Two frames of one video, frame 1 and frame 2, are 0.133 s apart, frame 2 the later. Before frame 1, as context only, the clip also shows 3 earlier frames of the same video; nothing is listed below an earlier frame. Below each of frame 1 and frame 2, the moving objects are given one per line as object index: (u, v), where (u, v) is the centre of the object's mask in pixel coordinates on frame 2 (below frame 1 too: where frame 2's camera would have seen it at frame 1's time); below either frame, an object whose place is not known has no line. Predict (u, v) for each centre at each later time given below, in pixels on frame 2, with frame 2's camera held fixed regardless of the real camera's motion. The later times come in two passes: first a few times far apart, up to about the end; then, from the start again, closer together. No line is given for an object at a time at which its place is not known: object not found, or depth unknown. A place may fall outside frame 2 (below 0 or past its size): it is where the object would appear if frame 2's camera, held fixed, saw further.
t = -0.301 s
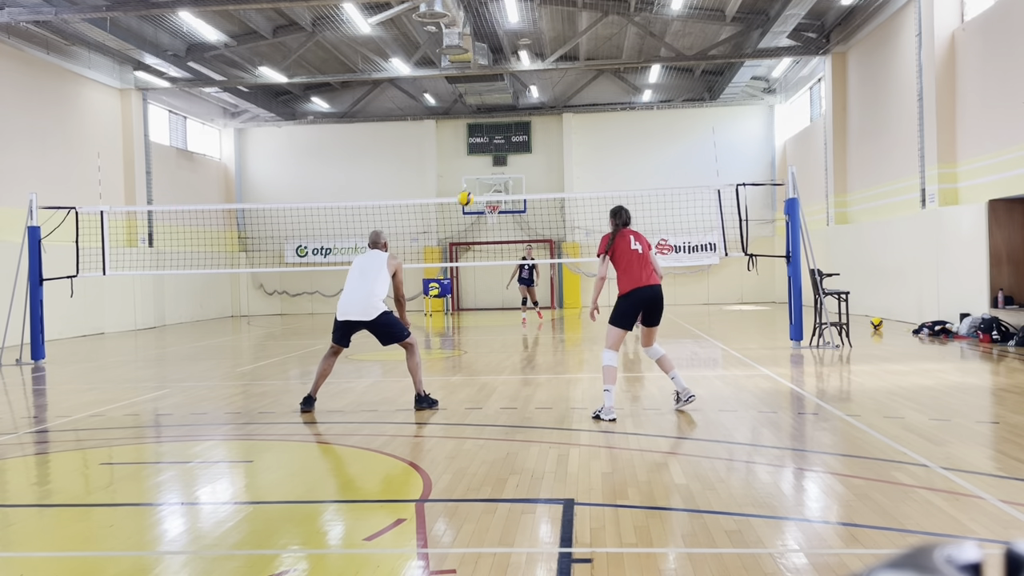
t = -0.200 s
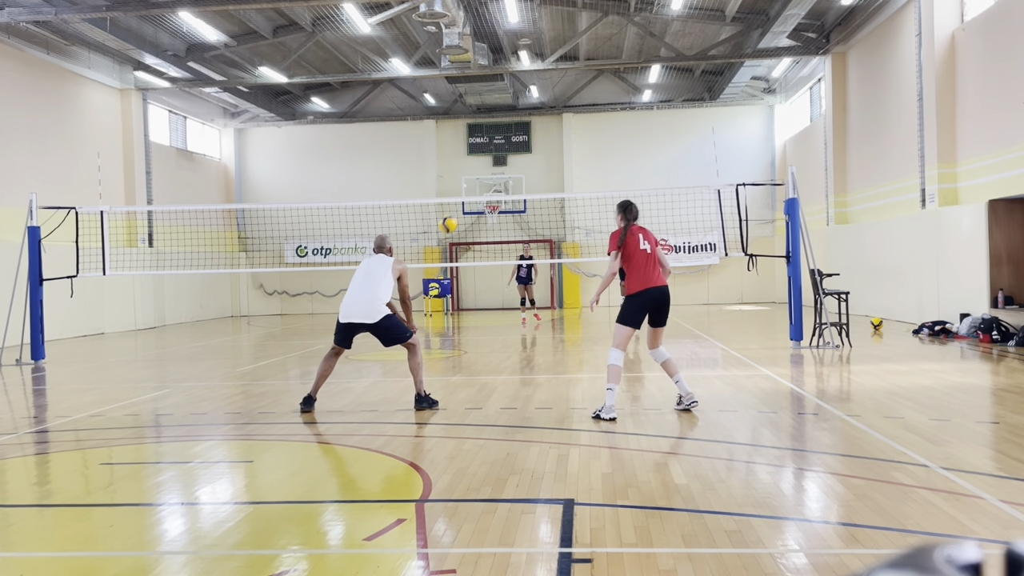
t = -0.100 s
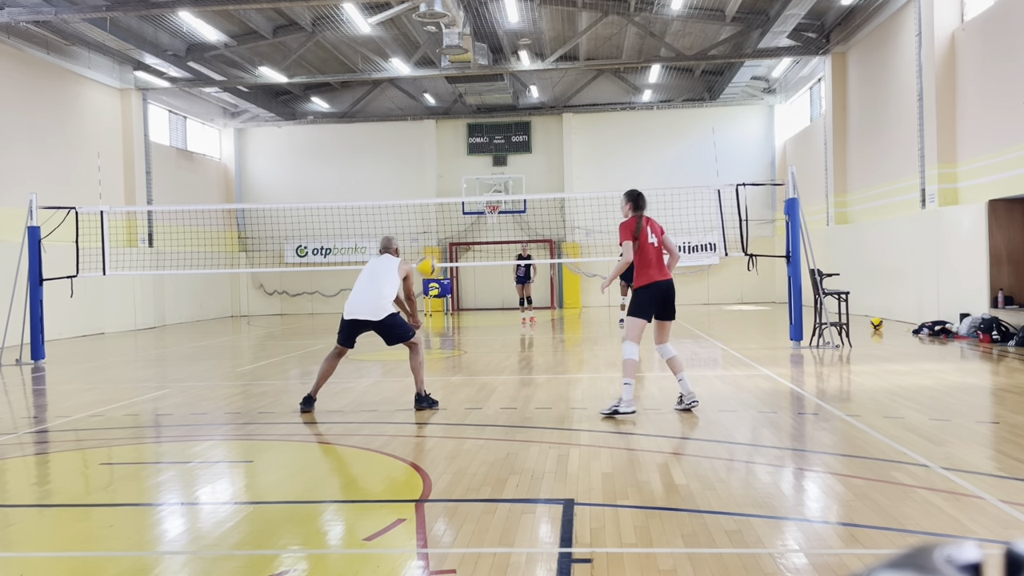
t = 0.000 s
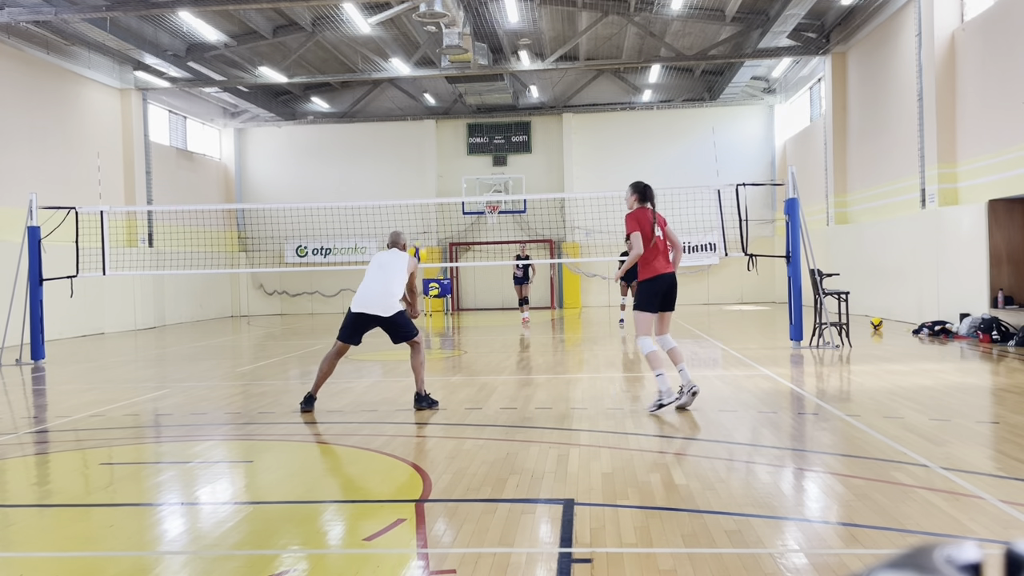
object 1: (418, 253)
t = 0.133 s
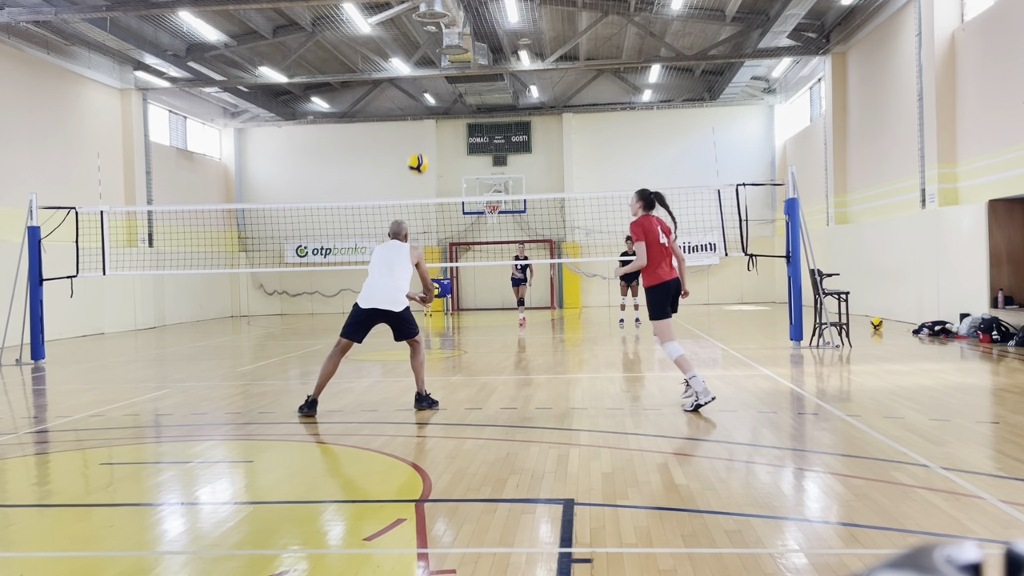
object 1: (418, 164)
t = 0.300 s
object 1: (420, 83)
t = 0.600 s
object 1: (425, 14)
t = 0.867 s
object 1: (432, 23)
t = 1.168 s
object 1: (441, 98)
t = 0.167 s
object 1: (418, 145)
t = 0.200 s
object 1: (419, 127)
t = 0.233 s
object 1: (419, 111)
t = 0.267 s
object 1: (419, 96)
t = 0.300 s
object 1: (420, 83)
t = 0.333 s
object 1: (421, 70)
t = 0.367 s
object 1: (421, 59)
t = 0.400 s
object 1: (422, 49)
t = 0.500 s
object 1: (424, 27)
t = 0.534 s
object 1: (424, 22)
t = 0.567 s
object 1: (425, 17)
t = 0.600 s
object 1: (425, 14)
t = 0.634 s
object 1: (426, 12)
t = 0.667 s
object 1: (427, 10)
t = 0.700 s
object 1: (428, 11)
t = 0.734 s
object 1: (428, 11)
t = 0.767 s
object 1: (429, 12)
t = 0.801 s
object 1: (430, 15)
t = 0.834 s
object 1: (431, 19)
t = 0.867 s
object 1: (432, 23)
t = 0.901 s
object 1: (433, 28)
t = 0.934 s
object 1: (433, 34)
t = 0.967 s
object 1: (435, 41)
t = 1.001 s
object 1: (435, 49)
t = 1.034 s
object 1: (436, 57)
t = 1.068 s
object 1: (437, 66)
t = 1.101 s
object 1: (439, 76)
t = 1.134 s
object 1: (439, 87)
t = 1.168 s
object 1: (441, 98)
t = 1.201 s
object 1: (441, 110)
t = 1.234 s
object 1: (443, 123)
